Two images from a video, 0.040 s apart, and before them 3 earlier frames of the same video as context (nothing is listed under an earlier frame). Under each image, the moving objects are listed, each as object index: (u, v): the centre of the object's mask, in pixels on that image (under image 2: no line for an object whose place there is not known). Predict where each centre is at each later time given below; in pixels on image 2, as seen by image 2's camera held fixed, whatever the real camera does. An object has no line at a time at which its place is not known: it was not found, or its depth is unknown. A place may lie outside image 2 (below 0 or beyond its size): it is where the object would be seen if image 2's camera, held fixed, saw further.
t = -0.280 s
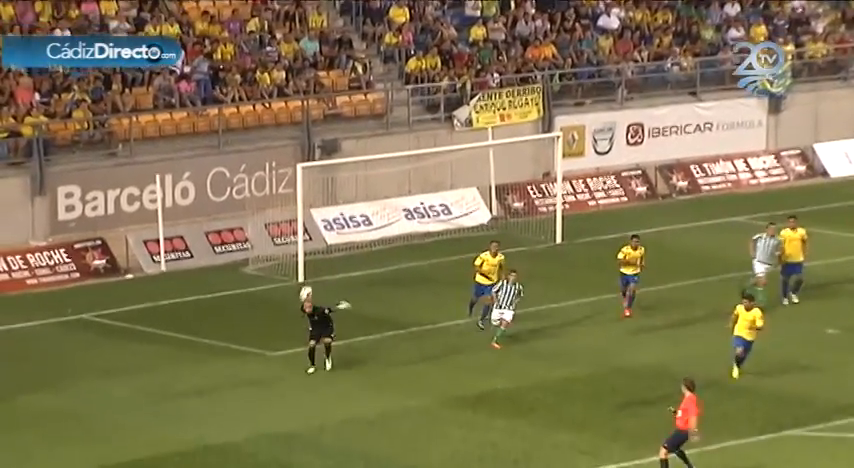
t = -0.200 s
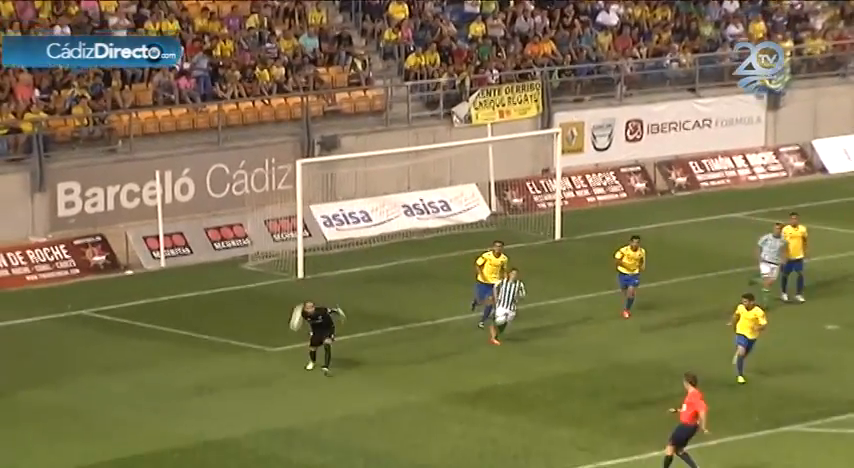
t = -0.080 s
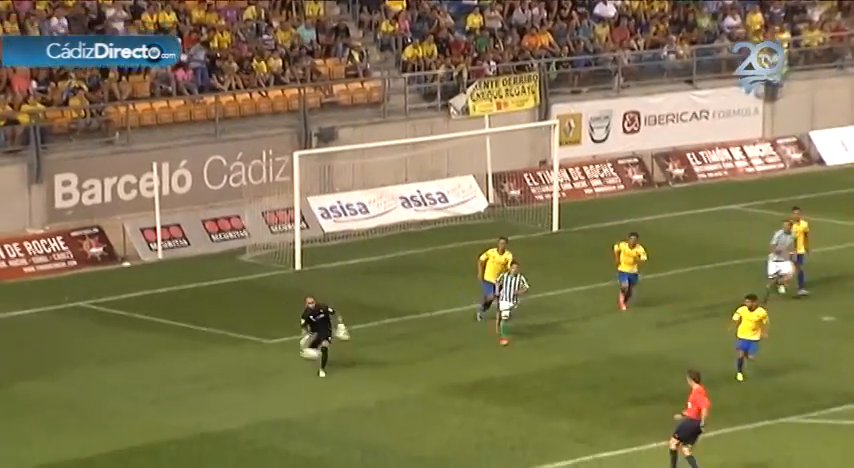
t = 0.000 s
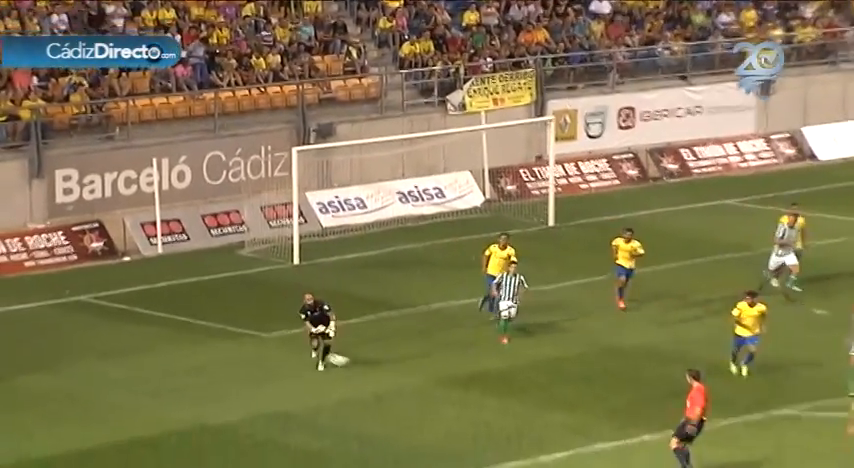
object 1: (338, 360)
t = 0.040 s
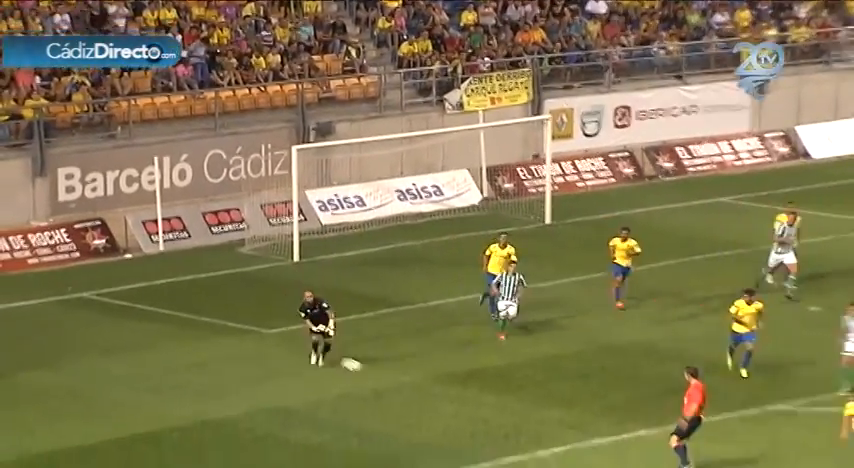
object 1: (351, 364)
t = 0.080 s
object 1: (366, 375)
